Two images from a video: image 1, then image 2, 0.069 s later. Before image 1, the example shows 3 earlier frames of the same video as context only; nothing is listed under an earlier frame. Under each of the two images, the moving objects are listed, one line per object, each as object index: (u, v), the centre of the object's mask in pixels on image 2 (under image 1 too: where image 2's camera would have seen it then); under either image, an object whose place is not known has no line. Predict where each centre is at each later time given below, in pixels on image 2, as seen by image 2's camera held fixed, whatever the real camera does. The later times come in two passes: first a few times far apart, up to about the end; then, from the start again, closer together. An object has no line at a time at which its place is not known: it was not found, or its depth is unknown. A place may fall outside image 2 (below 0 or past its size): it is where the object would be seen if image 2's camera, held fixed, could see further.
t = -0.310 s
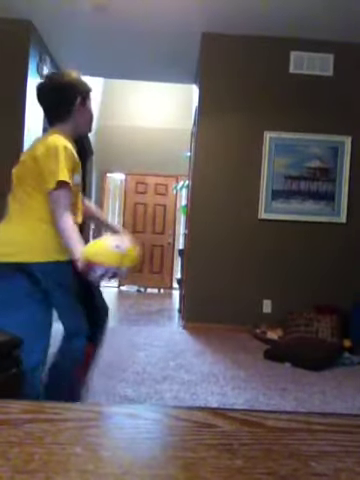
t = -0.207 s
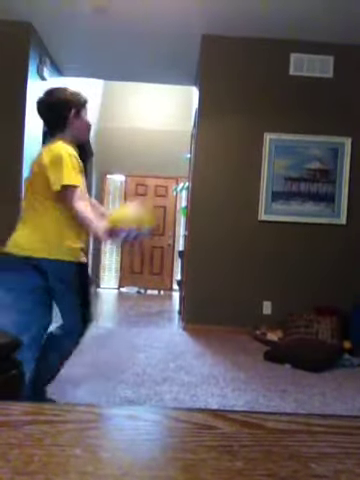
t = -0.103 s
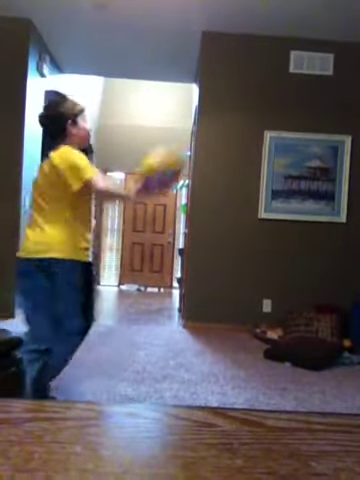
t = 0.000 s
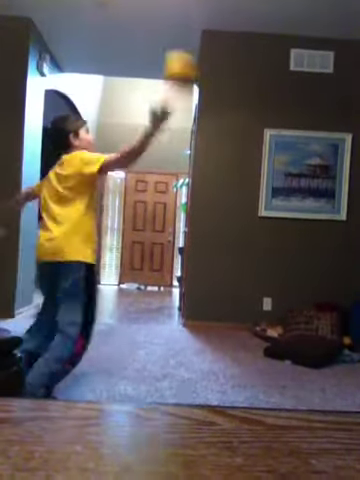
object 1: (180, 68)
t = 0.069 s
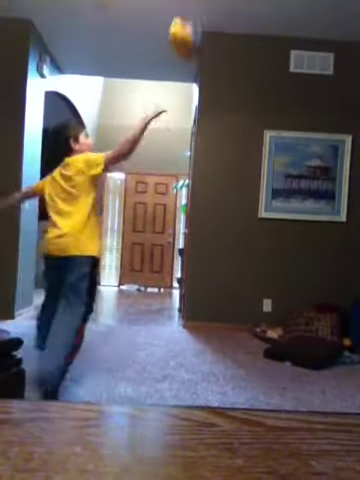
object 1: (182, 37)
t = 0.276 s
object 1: (185, 8)
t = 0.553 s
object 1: (185, 58)
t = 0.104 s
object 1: (184, 28)
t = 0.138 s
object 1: (185, 19)
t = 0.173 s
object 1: (184, 12)
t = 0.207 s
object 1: (184, 9)
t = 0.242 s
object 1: (186, 9)
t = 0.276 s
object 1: (185, 8)
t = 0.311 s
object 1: (185, 10)
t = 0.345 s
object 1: (185, 12)
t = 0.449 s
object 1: (183, 30)
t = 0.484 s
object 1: (184, 38)
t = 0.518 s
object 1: (185, 48)
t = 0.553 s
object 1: (185, 58)
